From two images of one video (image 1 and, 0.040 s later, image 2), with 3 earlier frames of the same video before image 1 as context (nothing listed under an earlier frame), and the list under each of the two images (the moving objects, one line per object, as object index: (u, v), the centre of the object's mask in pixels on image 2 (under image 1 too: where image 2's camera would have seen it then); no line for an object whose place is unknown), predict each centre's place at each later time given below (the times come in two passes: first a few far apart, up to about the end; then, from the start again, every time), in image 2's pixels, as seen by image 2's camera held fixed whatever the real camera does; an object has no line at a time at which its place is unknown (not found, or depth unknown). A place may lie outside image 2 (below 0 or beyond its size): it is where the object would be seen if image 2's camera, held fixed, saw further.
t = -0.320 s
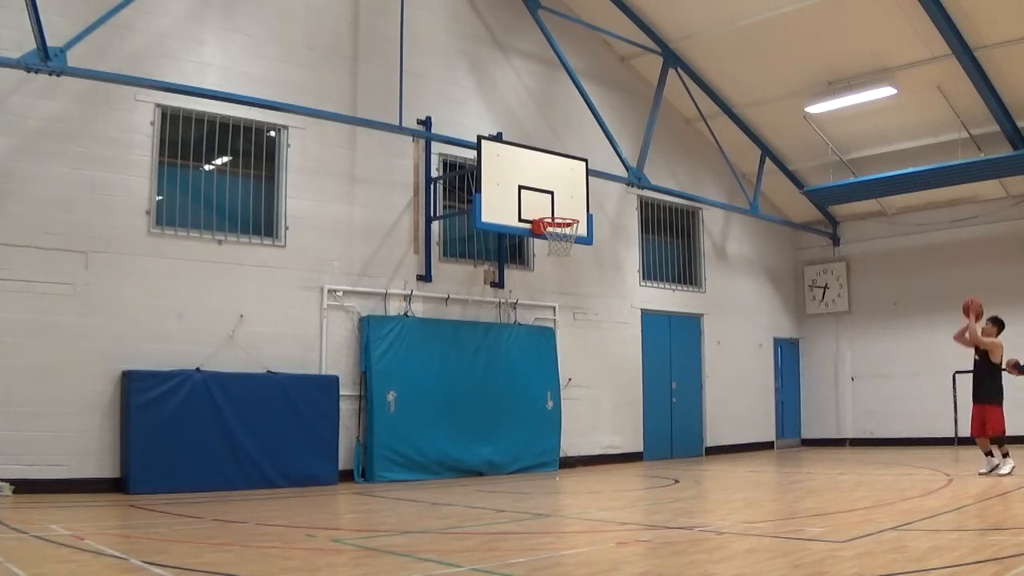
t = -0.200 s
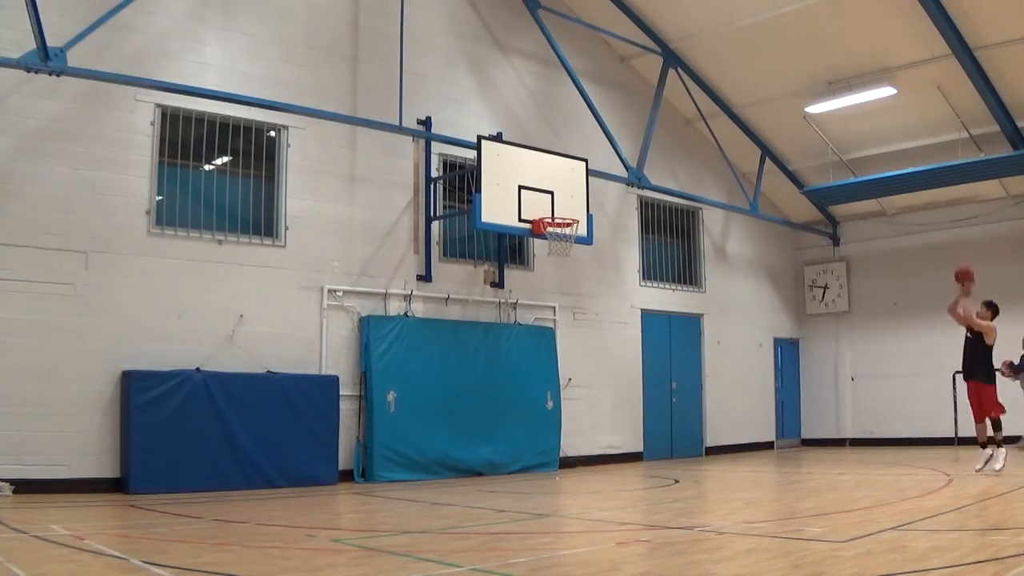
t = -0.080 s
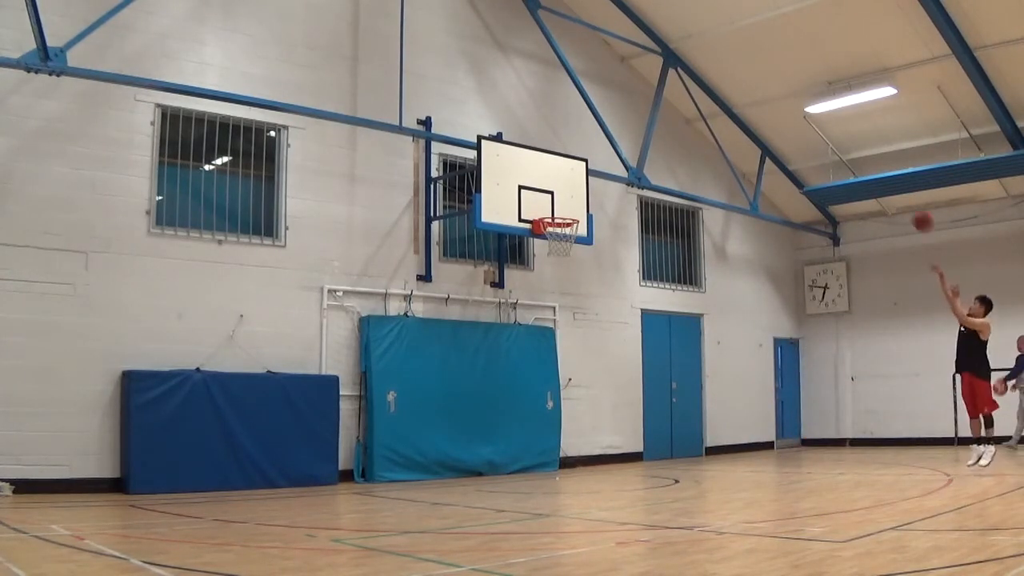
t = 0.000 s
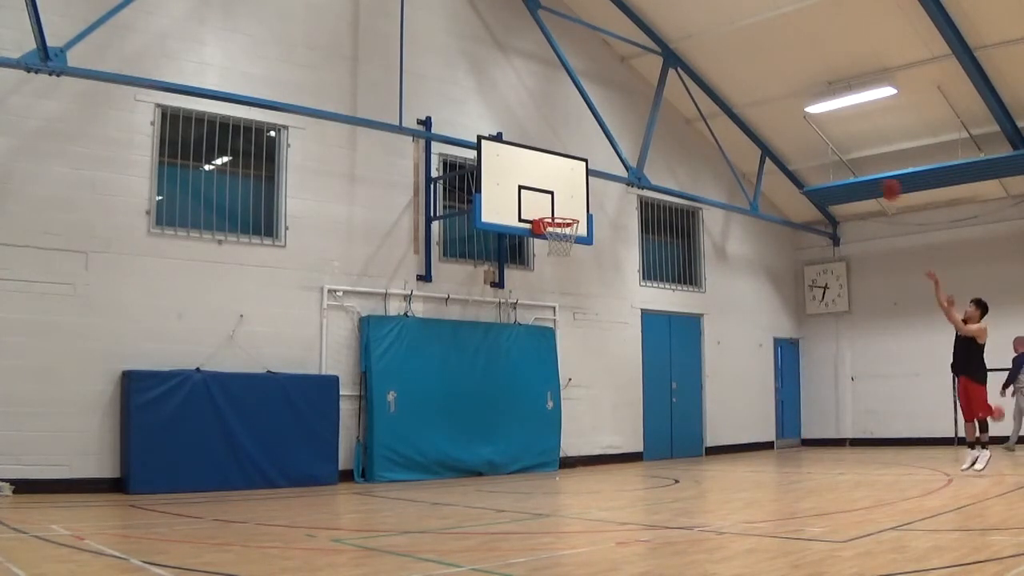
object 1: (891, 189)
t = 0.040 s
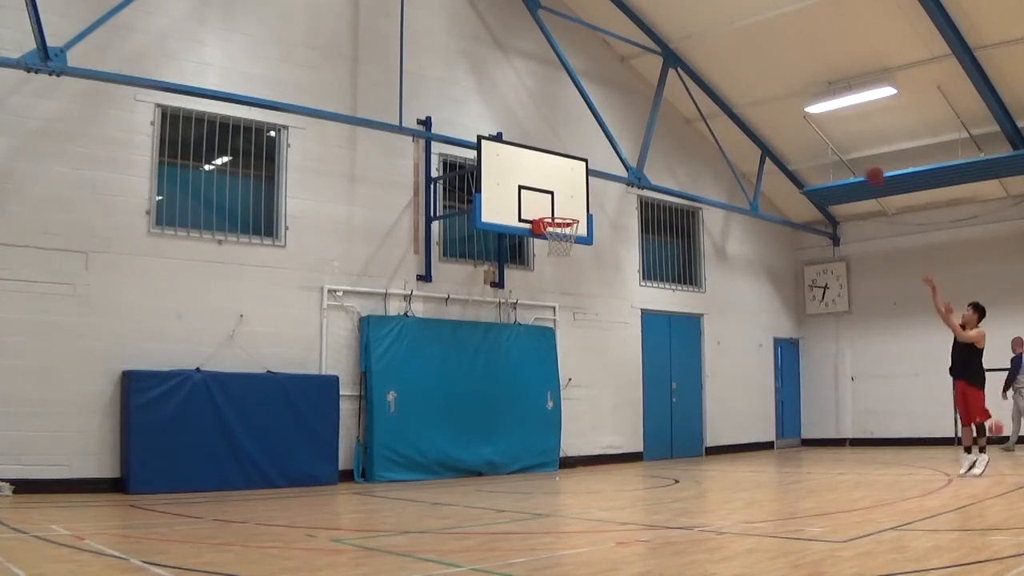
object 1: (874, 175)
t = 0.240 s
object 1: (796, 131)
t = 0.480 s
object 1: (708, 123)
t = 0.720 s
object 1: (627, 159)
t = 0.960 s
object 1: (553, 211)
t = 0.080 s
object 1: (859, 164)
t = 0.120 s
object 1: (842, 154)
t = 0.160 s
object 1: (827, 145)
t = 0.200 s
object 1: (811, 138)
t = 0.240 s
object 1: (796, 131)
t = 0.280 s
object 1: (781, 126)
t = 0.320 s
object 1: (767, 123)
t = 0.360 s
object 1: (753, 120)
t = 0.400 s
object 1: (738, 120)
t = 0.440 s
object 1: (724, 120)
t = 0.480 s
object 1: (708, 123)
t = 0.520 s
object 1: (695, 125)
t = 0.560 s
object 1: (681, 130)
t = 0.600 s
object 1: (667, 135)
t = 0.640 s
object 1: (654, 142)
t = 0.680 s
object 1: (640, 150)
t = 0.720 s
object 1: (627, 159)
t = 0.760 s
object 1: (613, 170)
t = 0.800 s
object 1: (599, 182)
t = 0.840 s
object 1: (586, 195)
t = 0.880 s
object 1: (573, 208)
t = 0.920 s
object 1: (563, 211)
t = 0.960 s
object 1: (553, 211)
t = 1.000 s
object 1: (545, 211)
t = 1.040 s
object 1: (545, 204)
